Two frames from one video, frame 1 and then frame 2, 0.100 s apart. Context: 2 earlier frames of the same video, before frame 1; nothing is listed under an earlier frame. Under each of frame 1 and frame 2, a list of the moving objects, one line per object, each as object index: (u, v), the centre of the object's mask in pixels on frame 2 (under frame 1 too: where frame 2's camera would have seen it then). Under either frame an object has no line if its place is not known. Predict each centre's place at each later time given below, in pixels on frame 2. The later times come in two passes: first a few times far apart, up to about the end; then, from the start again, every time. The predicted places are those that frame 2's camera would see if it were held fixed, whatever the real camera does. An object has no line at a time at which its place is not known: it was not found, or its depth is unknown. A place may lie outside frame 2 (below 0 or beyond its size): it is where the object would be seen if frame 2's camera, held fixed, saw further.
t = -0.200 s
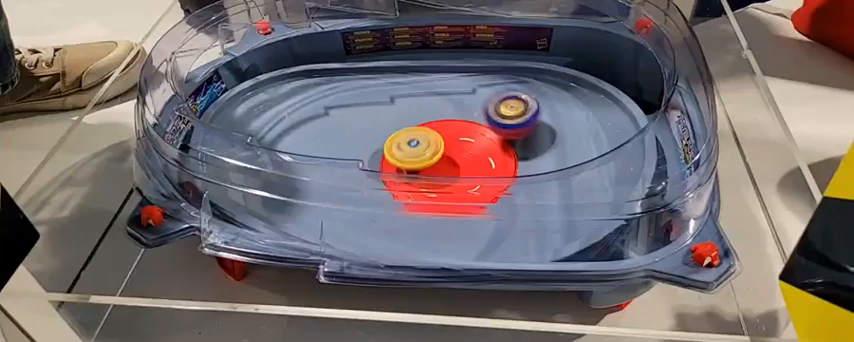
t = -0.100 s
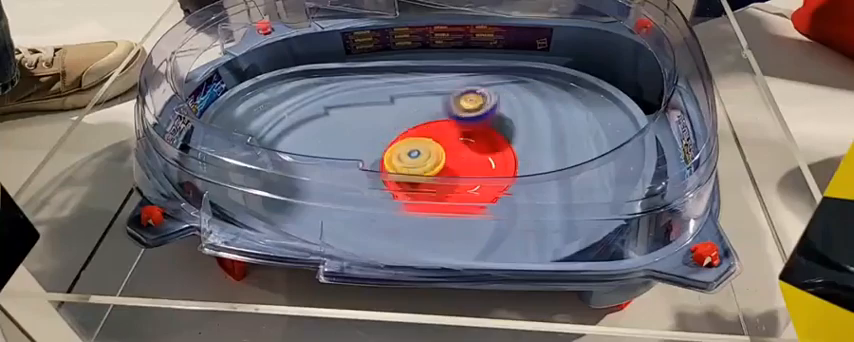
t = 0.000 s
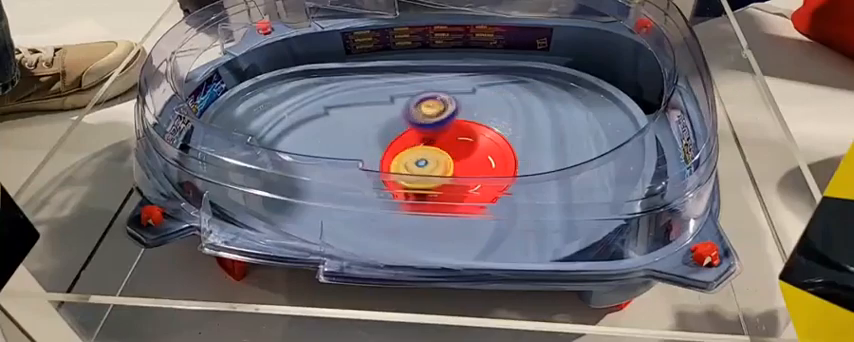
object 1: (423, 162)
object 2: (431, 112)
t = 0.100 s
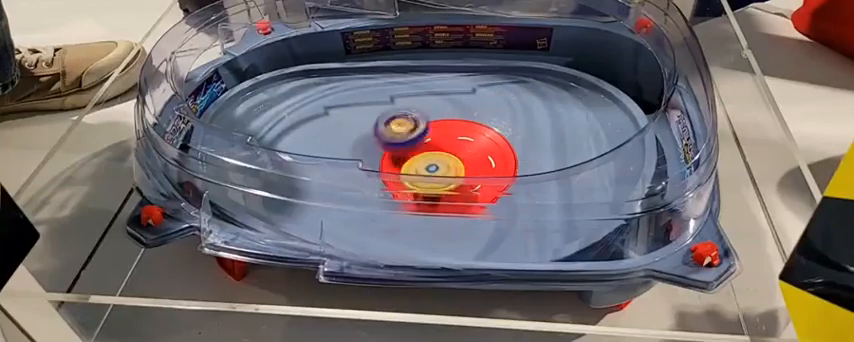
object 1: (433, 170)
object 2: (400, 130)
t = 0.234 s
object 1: (455, 178)
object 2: (385, 161)
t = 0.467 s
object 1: (489, 163)
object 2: (432, 189)
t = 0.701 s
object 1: (490, 135)
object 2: (469, 173)
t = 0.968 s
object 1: (461, 109)
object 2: (429, 171)
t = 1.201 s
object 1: (434, 107)
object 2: (409, 175)
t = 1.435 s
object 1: (410, 125)
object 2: (423, 159)
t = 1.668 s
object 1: (402, 135)
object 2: (448, 158)
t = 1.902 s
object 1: (413, 156)
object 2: (482, 145)
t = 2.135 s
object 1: (451, 174)
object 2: (484, 127)
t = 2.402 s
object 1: (490, 178)
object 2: (450, 126)
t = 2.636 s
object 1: (498, 166)
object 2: (430, 149)
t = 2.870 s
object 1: (484, 149)
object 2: (421, 163)
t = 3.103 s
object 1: (451, 136)
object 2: (427, 171)
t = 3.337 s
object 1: (425, 119)
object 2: (440, 158)
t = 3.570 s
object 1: (408, 108)
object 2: (454, 152)
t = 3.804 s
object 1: (398, 117)
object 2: (475, 154)
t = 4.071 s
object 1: (396, 117)
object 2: (473, 148)
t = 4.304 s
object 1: (397, 116)
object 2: (451, 146)
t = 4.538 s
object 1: (396, 107)
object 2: (436, 149)
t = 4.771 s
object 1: (399, 109)
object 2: (418, 165)
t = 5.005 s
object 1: (417, 129)
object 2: (382, 160)
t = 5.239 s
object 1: (453, 136)
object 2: (381, 137)
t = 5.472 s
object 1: (458, 159)
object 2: (426, 105)
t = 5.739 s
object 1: (400, 159)
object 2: (518, 142)
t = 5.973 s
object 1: (467, 123)
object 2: (475, 191)
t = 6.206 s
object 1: (526, 163)
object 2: (394, 146)
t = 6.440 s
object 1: (473, 192)
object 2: (373, 91)
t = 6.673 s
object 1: (458, 188)
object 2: (349, 88)
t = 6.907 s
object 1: (391, 126)
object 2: (349, 95)
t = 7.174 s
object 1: (495, 130)
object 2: (347, 106)
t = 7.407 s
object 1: (477, 198)
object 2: (367, 137)
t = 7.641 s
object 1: (435, 204)
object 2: (413, 151)
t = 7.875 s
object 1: (446, 195)
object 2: (485, 110)
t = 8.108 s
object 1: (417, 147)
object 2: (496, 152)
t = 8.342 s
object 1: (443, 99)
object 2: (403, 217)
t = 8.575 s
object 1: (452, 113)
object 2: (396, 227)
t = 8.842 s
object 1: (469, 195)
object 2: (408, 215)
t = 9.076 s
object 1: (495, 173)
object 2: (406, 199)
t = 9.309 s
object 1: (480, 134)
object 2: (420, 162)
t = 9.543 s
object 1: (512, 130)
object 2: (428, 91)
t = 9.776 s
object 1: (471, 171)
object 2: (426, 102)
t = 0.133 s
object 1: (436, 173)
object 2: (394, 139)
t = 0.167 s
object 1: (439, 174)
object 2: (390, 147)
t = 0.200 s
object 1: (446, 175)
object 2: (387, 153)
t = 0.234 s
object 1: (455, 178)
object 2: (385, 161)
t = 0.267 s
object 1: (463, 176)
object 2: (388, 166)
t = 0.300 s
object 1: (470, 175)
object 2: (392, 172)
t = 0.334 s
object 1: (477, 172)
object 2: (396, 176)
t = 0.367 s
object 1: (482, 170)
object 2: (400, 183)
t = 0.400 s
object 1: (485, 168)
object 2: (410, 186)
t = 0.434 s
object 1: (488, 166)
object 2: (421, 188)
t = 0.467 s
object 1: (489, 163)
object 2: (432, 189)
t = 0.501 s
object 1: (492, 158)
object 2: (443, 188)
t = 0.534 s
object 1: (494, 155)
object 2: (455, 187)
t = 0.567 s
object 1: (497, 151)
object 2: (458, 186)
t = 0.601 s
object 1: (498, 145)
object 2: (461, 184)
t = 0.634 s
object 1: (497, 141)
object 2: (465, 182)
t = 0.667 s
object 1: (494, 138)
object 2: (467, 180)
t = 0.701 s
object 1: (490, 135)
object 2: (469, 173)
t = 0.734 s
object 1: (487, 132)
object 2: (467, 171)
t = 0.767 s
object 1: (483, 128)
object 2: (465, 168)
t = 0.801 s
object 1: (477, 126)
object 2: (463, 166)
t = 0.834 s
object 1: (472, 125)
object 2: (459, 164)
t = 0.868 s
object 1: (468, 124)
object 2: (455, 162)
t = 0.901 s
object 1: (466, 117)
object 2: (446, 163)
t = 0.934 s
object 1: (464, 112)
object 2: (437, 170)
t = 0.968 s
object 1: (461, 109)
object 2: (429, 171)
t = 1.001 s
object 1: (458, 108)
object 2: (423, 169)
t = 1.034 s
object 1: (454, 106)
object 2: (418, 174)
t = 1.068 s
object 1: (451, 105)
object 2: (414, 173)
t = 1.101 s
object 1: (447, 105)
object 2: (411, 174)
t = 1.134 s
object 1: (443, 105)
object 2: (409, 174)
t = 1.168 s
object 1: (438, 105)
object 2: (409, 175)
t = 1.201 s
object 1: (434, 107)
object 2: (409, 175)
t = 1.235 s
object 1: (429, 109)
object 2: (411, 175)
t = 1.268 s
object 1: (425, 110)
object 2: (413, 174)
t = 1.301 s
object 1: (422, 113)
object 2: (415, 173)
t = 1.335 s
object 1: (418, 116)
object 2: (417, 172)
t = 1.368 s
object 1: (415, 119)
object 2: (419, 169)
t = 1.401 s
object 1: (412, 122)
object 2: (421, 166)
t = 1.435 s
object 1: (410, 125)
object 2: (423, 159)
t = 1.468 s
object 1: (408, 124)
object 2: (425, 159)
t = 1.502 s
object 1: (408, 125)
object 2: (426, 159)
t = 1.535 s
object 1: (407, 126)
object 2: (429, 159)
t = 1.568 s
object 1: (406, 128)
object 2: (433, 159)
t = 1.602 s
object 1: (404, 129)
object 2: (437, 159)
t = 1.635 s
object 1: (403, 133)
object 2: (443, 158)
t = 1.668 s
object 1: (402, 135)
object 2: (448, 158)
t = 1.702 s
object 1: (403, 139)
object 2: (454, 157)
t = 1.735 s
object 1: (404, 143)
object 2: (460, 155)
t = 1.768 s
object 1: (406, 146)
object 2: (463, 154)
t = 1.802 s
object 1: (407, 149)
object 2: (467, 152)
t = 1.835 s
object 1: (408, 152)
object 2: (471, 150)
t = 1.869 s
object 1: (410, 154)
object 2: (477, 147)
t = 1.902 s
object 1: (413, 156)
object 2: (482, 145)
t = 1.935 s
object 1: (417, 157)
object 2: (485, 142)
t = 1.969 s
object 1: (422, 159)
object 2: (487, 138)
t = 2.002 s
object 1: (427, 161)
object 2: (489, 136)
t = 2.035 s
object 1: (433, 162)
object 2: (489, 134)
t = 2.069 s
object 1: (439, 168)
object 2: (489, 131)
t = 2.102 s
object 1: (445, 172)
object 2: (487, 130)
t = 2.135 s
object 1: (451, 174)
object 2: (484, 127)
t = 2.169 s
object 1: (458, 174)
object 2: (481, 126)
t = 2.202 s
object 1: (464, 174)
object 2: (477, 127)
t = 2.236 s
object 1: (469, 174)
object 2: (473, 127)
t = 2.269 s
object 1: (473, 177)
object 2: (469, 123)
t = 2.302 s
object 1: (478, 179)
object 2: (465, 124)
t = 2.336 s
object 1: (482, 179)
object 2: (460, 123)
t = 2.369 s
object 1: (487, 179)
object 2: (455, 125)
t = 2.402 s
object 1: (490, 178)
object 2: (450, 126)
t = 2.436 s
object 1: (493, 177)
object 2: (445, 129)
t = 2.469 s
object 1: (495, 175)
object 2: (441, 131)
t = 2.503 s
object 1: (497, 173)
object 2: (437, 134)
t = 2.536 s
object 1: (498, 172)
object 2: (434, 137)
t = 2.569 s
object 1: (499, 169)
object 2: (432, 141)
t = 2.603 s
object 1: (498, 168)
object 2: (430, 145)
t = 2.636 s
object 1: (498, 166)
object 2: (430, 149)
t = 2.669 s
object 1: (497, 164)
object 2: (430, 153)
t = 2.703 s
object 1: (495, 160)
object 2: (431, 156)
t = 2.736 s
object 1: (494, 159)
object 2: (432, 157)
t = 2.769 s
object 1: (493, 157)
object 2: (430, 159)
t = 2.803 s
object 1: (491, 154)
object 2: (427, 161)
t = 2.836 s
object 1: (488, 151)
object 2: (424, 162)
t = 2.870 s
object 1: (484, 149)
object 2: (421, 163)
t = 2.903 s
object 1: (480, 147)
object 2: (420, 164)
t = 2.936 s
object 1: (476, 145)
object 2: (418, 171)
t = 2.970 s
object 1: (471, 143)
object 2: (419, 172)
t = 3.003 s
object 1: (466, 141)
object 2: (420, 172)
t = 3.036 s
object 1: (462, 140)
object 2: (422, 172)
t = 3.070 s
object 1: (456, 138)
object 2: (424, 172)
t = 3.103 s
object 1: (451, 136)
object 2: (427, 171)
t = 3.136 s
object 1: (447, 134)
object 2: (429, 171)
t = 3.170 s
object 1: (443, 132)
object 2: (433, 169)
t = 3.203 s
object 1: (440, 128)
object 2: (434, 169)
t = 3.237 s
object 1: (436, 125)
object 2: (436, 168)
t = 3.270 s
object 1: (432, 122)
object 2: (437, 167)
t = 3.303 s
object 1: (428, 121)
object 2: (439, 159)
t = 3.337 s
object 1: (425, 119)
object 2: (440, 158)
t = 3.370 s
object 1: (422, 118)
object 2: (442, 155)
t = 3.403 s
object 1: (420, 117)
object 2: (443, 154)
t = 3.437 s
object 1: (417, 116)
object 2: (443, 152)
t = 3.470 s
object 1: (414, 116)
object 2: (444, 148)
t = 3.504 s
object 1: (412, 112)
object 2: (446, 149)
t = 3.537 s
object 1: (410, 109)
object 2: (450, 151)
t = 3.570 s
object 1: (408, 108)
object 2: (454, 152)
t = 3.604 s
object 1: (406, 109)
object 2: (457, 153)
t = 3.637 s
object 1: (405, 111)
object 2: (461, 153)
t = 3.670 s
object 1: (404, 113)
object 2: (464, 154)
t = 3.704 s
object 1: (403, 115)
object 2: (468, 154)
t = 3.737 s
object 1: (402, 116)
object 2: (471, 155)
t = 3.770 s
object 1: (400, 116)
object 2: (474, 154)
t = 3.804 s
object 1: (398, 117)
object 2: (475, 154)
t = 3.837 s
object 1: (398, 117)
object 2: (477, 152)
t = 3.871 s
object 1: (398, 117)
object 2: (478, 152)
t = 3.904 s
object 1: (397, 117)
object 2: (478, 152)
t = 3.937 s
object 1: (397, 117)
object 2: (478, 151)
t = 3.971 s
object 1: (397, 117)
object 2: (478, 149)
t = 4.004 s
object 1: (396, 117)
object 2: (477, 148)
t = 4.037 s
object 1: (396, 117)
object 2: (475, 148)
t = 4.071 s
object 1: (396, 117)
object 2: (473, 148)
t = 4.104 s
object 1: (396, 117)
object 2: (470, 146)
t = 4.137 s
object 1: (396, 117)
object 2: (467, 147)
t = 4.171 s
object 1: (396, 117)
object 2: (464, 146)
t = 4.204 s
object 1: (396, 117)
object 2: (461, 147)
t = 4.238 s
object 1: (396, 117)
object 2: (458, 146)
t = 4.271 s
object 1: (396, 116)
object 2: (454, 147)
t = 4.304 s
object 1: (397, 116)
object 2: (451, 146)
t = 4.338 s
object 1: (397, 115)
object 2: (448, 146)
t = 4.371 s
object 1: (398, 115)
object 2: (445, 146)
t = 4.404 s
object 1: (398, 115)
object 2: (443, 146)
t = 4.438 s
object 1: (399, 114)
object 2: (439, 146)
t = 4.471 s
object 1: (399, 114)
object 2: (437, 145)
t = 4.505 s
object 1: (399, 114)
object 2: (434, 146)
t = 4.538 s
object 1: (396, 107)
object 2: (436, 149)
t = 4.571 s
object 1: (395, 102)
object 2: (437, 153)
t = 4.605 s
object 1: (396, 101)
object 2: (436, 156)
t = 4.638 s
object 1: (396, 101)
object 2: (435, 158)
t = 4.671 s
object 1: (397, 102)
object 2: (432, 159)
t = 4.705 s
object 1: (398, 104)
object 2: (428, 160)
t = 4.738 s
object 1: (398, 106)
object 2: (424, 161)
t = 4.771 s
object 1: (399, 109)
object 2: (418, 165)
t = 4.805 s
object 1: (400, 114)
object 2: (412, 167)
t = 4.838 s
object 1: (400, 116)
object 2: (406, 167)
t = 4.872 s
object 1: (400, 118)
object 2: (399, 167)
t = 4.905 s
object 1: (401, 122)
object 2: (394, 166)
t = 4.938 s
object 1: (405, 124)
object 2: (388, 164)
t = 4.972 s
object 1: (411, 127)
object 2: (384, 163)
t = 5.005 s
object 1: (417, 129)
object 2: (382, 160)
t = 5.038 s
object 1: (423, 130)
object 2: (382, 157)
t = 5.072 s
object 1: (428, 131)
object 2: (385, 153)
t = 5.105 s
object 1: (433, 132)
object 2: (385, 151)
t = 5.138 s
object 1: (438, 133)
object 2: (384, 149)
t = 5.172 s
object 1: (442, 133)
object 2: (383, 146)
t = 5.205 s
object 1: (447, 135)
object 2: (381, 143)
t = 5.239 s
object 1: (453, 136)
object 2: (381, 137)
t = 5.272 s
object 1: (458, 139)
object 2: (384, 133)
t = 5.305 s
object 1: (462, 142)
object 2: (387, 129)
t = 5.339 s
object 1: (465, 146)
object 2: (391, 123)
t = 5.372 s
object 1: (466, 151)
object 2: (398, 118)
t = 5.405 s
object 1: (466, 155)
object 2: (406, 113)
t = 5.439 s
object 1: (463, 158)
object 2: (415, 108)
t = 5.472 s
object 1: (458, 159)
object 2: (426, 105)
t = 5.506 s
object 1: (452, 162)
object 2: (439, 105)
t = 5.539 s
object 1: (443, 170)
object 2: (452, 105)
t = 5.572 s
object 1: (434, 172)
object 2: (466, 106)
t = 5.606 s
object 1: (425, 172)
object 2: (479, 109)
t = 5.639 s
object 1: (416, 170)
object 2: (493, 114)
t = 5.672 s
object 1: (409, 167)
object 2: (505, 122)
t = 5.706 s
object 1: (403, 163)
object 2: (514, 132)
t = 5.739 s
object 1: (400, 159)
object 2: (518, 142)
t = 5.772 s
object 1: (401, 151)
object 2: (519, 152)
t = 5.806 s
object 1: (403, 147)
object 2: (516, 159)
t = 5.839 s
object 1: (410, 141)
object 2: (511, 176)
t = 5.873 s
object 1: (420, 134)
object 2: (505, 187)
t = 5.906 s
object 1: (433, 129)
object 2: (494, 191)
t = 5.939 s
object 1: (449, 125)
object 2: (484, 192)
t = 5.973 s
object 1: (467, 123)
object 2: (475, 191)
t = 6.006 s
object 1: (486, 124)
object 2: (469, 190)
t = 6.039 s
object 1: (503, 127)
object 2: (460, 185)
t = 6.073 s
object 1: (517, 132)
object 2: (451, 181)
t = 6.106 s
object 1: (526, 139)
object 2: (440, 174)
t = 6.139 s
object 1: (530, 147)
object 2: (425, 167)
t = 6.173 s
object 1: (529, 154)
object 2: (408, 158)
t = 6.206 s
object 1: (526, 163)
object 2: (394, 146)
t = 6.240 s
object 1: (519, 169)
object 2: (383, 134)
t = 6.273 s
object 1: (511, 175)
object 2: (380, 122)
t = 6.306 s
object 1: (500, 180)
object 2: (378, 112)
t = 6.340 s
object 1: (491, 185)
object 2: (377, 103)
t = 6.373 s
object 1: (484, 189)
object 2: (377, 97)
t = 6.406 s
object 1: (478, 191)
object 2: (376, 93)
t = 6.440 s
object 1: (473, 192)
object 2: (373, 91)
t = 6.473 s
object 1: (469, 193)
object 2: (370, 90)
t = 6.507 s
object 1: (466, 193)
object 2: (366, 90)
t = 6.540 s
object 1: (463, 193)
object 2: (361, 89)
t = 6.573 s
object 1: (461, 193)
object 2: (357, 88)
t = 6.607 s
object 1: (460, 193)
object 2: (354, 88)
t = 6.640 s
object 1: (461, 191)
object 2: (351, 87)
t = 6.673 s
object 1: (458, 188)
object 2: (349, 88)
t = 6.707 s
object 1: (453, 181)
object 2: (347, 87)
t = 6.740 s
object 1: (445, 176)
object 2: (346, 88)
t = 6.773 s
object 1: (433, 170)
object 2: (346, 88)
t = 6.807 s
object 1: (419, 162)
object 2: (346, 90)
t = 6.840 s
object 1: (406, 151)
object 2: (346, 91)
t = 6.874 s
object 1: (397, 139)
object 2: (347, 93)
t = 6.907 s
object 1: (391, 126)
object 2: (349, 95)
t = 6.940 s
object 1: (396, 119)
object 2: (348, 96)
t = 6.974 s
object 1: (407, 117)
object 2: (345, 96)
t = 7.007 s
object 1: (419, 115)
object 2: (345, 96)
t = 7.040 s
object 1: (432, 114)
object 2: (344, 98)
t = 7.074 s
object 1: (448, 114)
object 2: (344, 100)
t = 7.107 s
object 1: (464, 116)
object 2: (344, 101)
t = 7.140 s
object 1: (481, 122)
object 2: (345, 103)
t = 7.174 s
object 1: (495, 130)
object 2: (347, 106)
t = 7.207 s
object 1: (506, 141)
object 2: (348, 109)
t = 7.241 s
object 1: (513, 152)
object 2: (350, 112)
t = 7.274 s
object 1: (510, 160)
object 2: (353, 115)
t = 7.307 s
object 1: (507, 175)
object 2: (356, 120)
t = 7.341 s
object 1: (499, 187)
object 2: (359, 126)
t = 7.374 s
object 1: (488, 193)
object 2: (362, 131)
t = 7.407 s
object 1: (477, 198)
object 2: (367, 137)
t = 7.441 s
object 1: (465, 203)
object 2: (372, 143)
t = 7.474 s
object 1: (453, 204)
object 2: (377, 149)
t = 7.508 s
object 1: (442, 203)
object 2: (384, 161)
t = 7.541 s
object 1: (434, 204)
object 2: (395, 159)
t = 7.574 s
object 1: (432, 205)
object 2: (400, 165)
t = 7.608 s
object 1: (433, 206)
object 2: (407, 155)
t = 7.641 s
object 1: (435, 204)
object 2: (413, 151)
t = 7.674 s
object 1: (436, 204)
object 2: (419, 146)
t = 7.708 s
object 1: (437, 204)
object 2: (426, 138)
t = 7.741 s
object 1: (438, 203)
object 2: (435, 128)
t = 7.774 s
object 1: (439, 203)
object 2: (448, 118)
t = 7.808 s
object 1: (442, 202)
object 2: (461, 111)
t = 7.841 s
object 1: (444, 198)
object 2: (473, 111)
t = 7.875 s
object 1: (446, 195)
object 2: (485, 110)
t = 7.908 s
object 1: (449, 193)
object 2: (496, 110)
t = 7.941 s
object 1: (450, 190)
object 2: (502, 113)
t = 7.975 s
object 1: (448, 181)
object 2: (503, 118)
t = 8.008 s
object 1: (442, 174)
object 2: (503, 122)
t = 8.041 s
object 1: (433, 166)
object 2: (502, 130)
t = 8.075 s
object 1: (424, 159)
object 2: (499, 140)
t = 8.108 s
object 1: (417, 147)
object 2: (496, 152)
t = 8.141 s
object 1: (412, 134)
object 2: (488, 160)
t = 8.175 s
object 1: (413, 122)
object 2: (476, 178)
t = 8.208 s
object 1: (417, 111)
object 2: (460, 195)
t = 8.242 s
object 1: (423, 104)
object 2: (442, 205)
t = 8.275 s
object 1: (429, 100)
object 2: (426, 209)
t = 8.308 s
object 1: (436, 99)
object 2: (414, 213)
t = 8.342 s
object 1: (443, 99)
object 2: (403, 217)
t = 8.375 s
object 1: (448, 100)
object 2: (399, 219)
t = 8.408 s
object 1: (452, 101)
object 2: (396, 222)
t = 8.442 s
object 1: (454, 102)
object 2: (398, 223)
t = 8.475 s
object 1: (453, 103)
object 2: (397, 225)
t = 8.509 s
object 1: (452, 105)
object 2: (396, 226)
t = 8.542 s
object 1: (451, 108)
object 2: (395, 227)
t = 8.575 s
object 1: (452, 113)
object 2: (396, 227)
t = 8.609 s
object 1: (455, 120)
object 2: (396, 227)
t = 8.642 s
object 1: (460, 129)
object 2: (396, 227)
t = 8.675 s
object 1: (468, 138)
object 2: (397, 226)
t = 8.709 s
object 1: (475, 149)
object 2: (398, 225)
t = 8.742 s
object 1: (478, 159)
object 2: (399, 223)
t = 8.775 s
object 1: (479, 176)
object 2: (401, 221)
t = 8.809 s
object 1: (475, 189)
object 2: (404, 219)
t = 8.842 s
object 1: (469, 195)
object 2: (408, 215)
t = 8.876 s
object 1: (469, 197)
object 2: (404, 213)
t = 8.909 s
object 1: (473, 196)
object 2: (400, 211)
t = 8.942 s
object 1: (478, 194)
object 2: (399, 210)
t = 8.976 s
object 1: (484, 191)
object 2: (400, 205)
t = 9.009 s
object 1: (489, 186)
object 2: (400, 203)
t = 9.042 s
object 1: (493, 178)
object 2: (402, 201)
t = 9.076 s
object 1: (495, 173)
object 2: (406, 199)
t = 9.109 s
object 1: (495, 168)
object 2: (410, 192)
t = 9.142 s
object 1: (490, 162)
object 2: (419, 189)
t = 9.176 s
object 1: (483, 155)
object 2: (426, 188)
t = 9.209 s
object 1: (477, 151)
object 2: (432, 182)
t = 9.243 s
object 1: (475, 146)
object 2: (432, 176)
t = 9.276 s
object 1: (476, 140)
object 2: (428, 166)
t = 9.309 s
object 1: (480, 134)
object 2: (420, 162)
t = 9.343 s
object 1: (484, 130)
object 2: (414, 150)
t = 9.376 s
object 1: (490, 127)
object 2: (409, 139)
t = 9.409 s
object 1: (498, 125)
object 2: (410, 129)
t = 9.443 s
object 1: (506, 124)
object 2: (412, 119)
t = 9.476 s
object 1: (510, 124)
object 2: (418, 105)
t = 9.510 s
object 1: (513, 126)
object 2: (423, 97)
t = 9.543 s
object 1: (512, 130)
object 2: (428, 91)
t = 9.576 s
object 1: (510, 134)
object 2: (432, 88)
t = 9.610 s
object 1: (507, 139)
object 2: (435, 87)
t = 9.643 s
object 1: (505, 145)
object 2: (435, 88)
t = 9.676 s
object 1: (502, 152)
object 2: (434, 91)
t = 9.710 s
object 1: (495, 157)
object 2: (432, 95)
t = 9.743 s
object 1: (484, 160)
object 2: (428, 99)
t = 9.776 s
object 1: (471, 171)
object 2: (426, 102)
